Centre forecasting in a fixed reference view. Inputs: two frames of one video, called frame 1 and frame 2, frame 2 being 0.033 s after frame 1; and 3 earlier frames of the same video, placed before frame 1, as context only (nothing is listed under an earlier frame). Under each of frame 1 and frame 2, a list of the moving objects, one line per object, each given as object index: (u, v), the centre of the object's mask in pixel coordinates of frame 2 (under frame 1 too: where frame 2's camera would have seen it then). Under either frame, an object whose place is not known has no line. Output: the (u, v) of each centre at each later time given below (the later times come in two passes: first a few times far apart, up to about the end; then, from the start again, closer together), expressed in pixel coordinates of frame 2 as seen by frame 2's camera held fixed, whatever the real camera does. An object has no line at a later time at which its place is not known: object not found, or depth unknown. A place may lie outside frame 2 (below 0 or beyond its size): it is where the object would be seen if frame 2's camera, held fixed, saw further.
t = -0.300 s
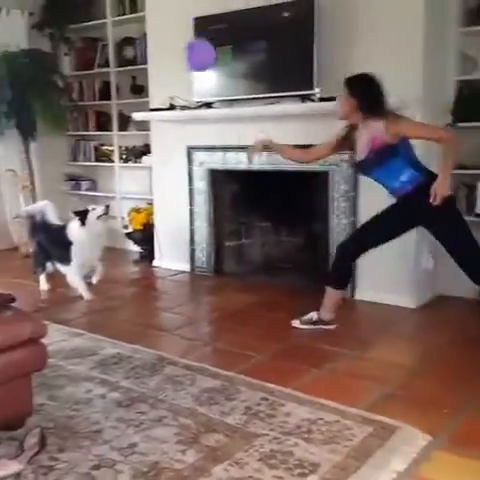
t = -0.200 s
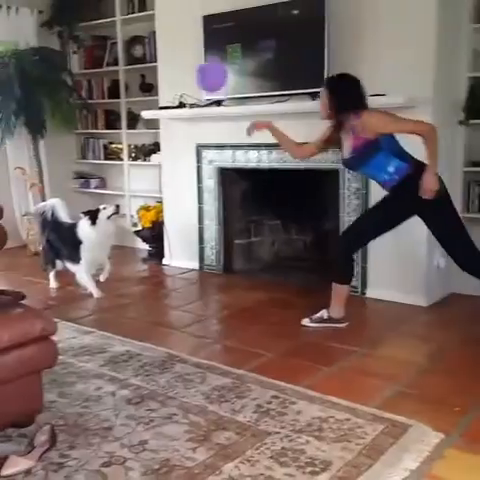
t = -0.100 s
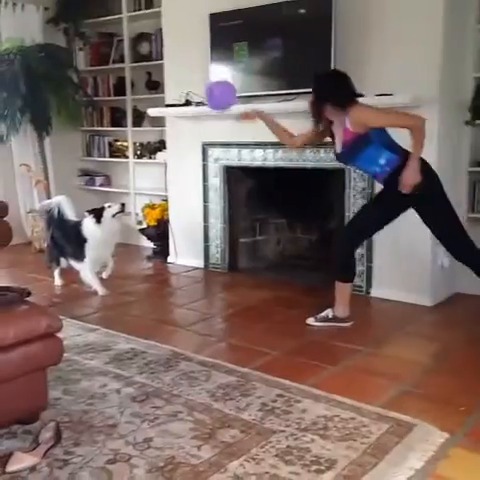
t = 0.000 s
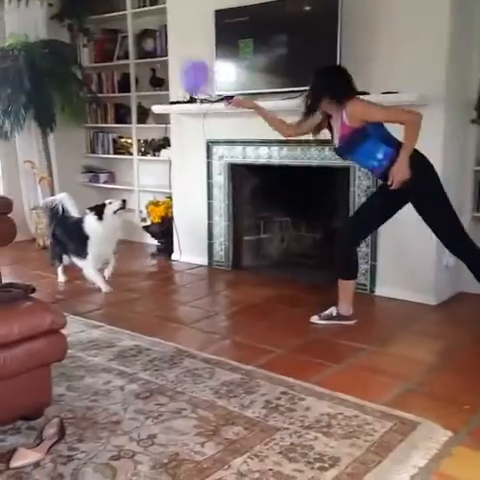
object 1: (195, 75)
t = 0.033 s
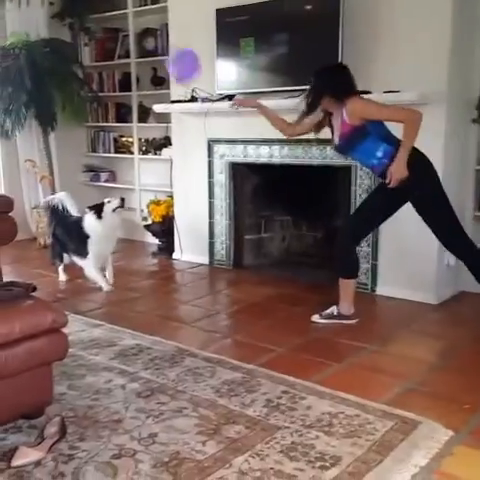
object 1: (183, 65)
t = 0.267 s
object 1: (136, 24)
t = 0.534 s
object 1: (116, 29)
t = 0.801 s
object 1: (106, 58)
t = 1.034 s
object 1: (102, 101)
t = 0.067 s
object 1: (172, 55)
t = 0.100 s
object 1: (163, 46)
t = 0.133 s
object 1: (155, 40)
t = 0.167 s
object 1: (150, 34)
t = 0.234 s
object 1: (139, 25)
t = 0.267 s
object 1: (136, 24)
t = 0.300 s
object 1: (132, 23)
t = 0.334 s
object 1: (128, 23)
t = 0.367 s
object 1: (126, 23)
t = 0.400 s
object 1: (125, 24)
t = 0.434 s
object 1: (121, 25)
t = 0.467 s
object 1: (120, 26)
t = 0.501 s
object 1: (118, 27)
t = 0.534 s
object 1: (116, 29)
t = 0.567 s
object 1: (115, 30)
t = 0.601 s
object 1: (113, 33)
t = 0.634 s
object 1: (112, 35)
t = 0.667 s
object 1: (111, 39)
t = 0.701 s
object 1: (110, 44)
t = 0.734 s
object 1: (108, 48)
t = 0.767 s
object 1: (107, 52)
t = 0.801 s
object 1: (106, 58)
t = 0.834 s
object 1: (105, 63)
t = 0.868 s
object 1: (105, 69)
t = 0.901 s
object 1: (104, 75)
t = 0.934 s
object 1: (104, 82)
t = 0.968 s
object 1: (103, 87)
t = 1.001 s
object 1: (103, 94)
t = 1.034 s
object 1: (102, 101)
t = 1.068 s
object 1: (101, 108)
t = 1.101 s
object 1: (100, 115)
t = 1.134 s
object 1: (100, 121)
